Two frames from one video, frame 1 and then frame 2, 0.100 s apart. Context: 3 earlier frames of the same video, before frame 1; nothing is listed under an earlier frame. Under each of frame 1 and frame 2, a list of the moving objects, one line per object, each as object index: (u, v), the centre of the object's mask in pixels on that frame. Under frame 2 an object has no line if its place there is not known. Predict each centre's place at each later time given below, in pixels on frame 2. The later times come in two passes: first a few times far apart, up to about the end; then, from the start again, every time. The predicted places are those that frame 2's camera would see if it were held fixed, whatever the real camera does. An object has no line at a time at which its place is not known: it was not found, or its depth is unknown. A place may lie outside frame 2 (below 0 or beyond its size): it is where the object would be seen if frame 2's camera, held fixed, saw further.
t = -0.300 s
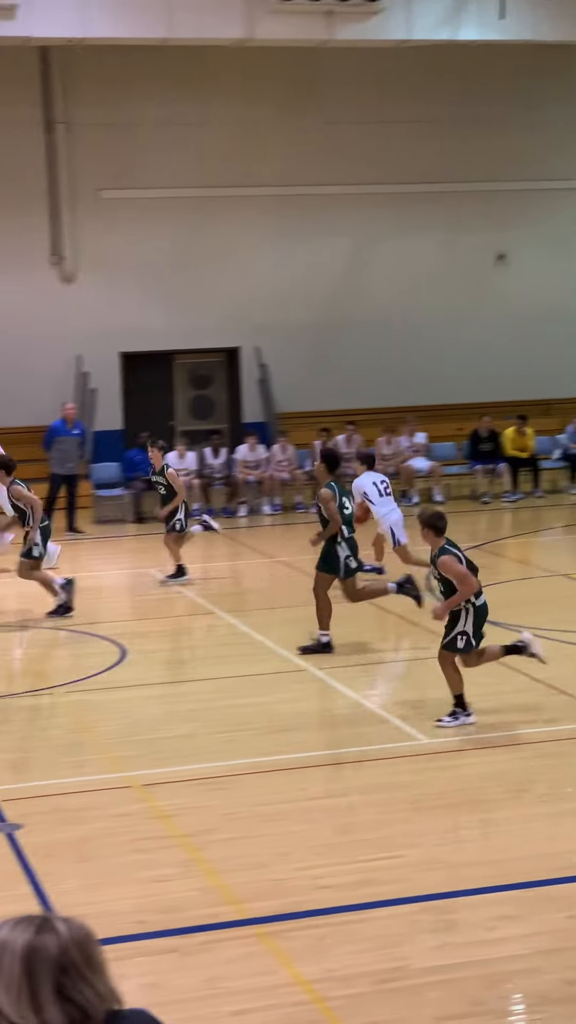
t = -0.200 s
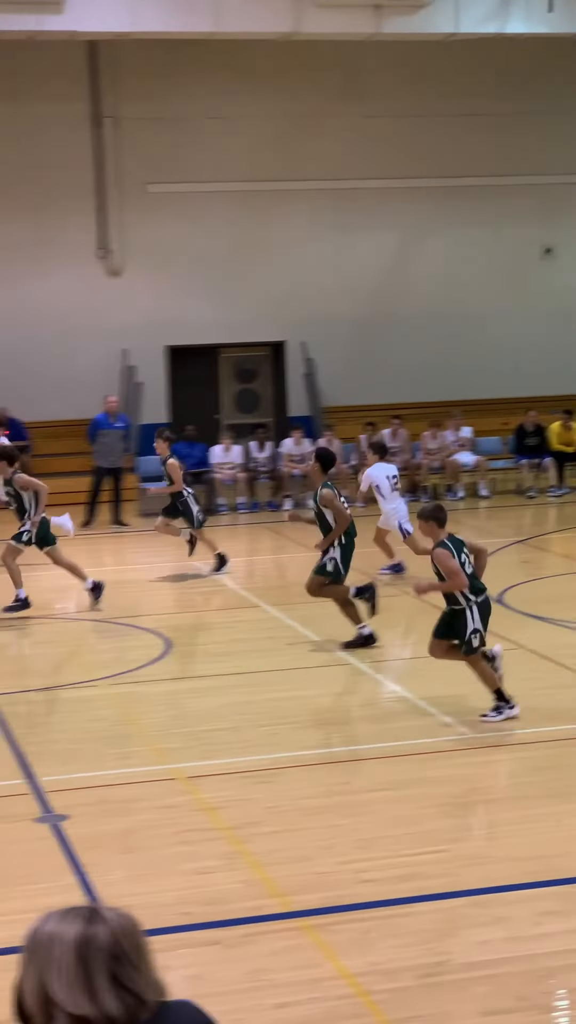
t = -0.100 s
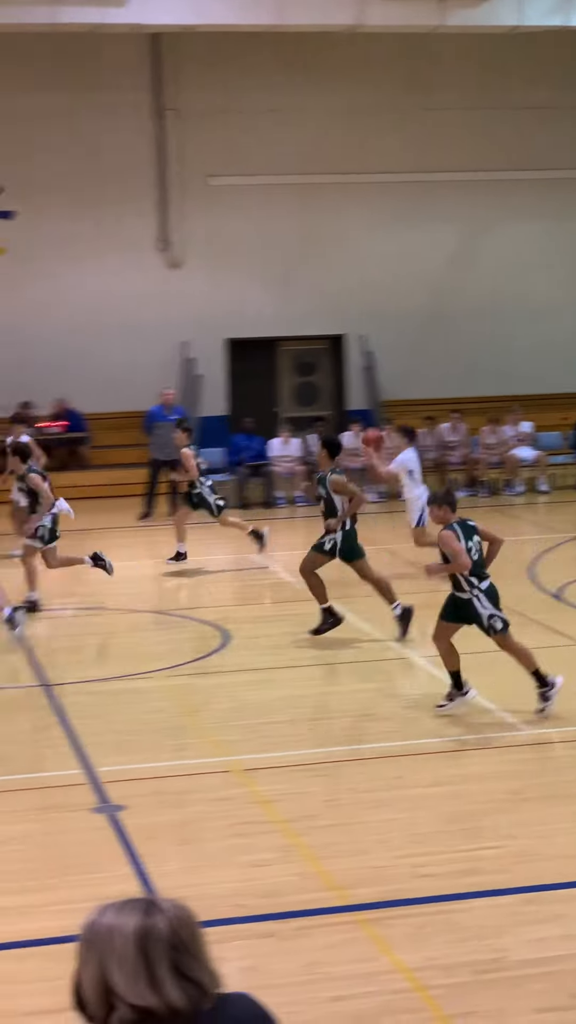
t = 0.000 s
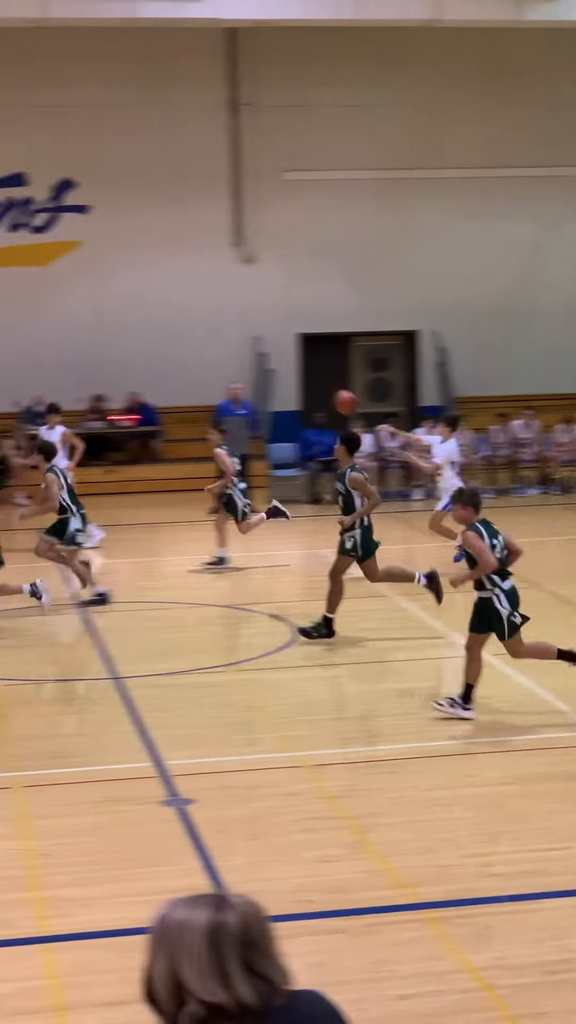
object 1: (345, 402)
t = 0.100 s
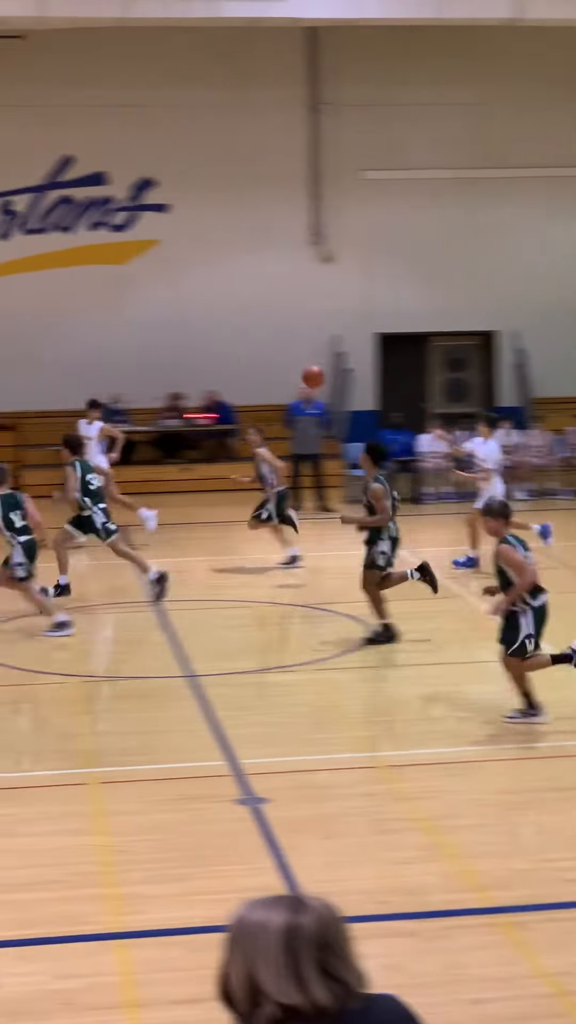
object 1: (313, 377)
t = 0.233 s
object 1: (169, 357)
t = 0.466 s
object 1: (-88, 360)
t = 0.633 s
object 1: (-279, 389)
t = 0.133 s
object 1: (277, 370)
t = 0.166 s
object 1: (241, 365)
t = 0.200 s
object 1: (205, 361)
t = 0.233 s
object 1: (169, 357)
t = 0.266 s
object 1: (132, 355)
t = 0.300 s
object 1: (96, 353)
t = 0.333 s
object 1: (59, 353)
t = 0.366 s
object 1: (22, 354)
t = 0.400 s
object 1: (-14, 356)
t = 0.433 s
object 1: (-51, 357)
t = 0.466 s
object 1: (-88, 360)
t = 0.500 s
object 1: (-126, 364)
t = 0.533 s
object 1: (-164, 368)
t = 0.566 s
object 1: (-201, 374)
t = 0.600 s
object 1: (-240, 381)
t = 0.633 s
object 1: (-279, 389)
